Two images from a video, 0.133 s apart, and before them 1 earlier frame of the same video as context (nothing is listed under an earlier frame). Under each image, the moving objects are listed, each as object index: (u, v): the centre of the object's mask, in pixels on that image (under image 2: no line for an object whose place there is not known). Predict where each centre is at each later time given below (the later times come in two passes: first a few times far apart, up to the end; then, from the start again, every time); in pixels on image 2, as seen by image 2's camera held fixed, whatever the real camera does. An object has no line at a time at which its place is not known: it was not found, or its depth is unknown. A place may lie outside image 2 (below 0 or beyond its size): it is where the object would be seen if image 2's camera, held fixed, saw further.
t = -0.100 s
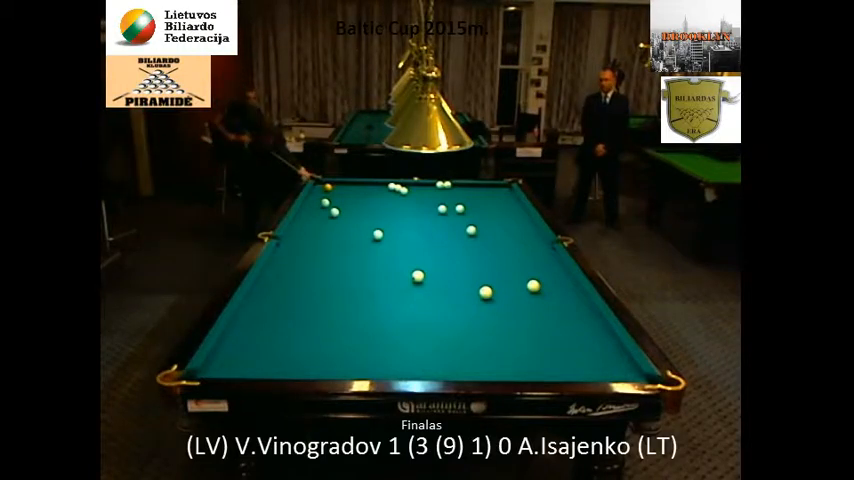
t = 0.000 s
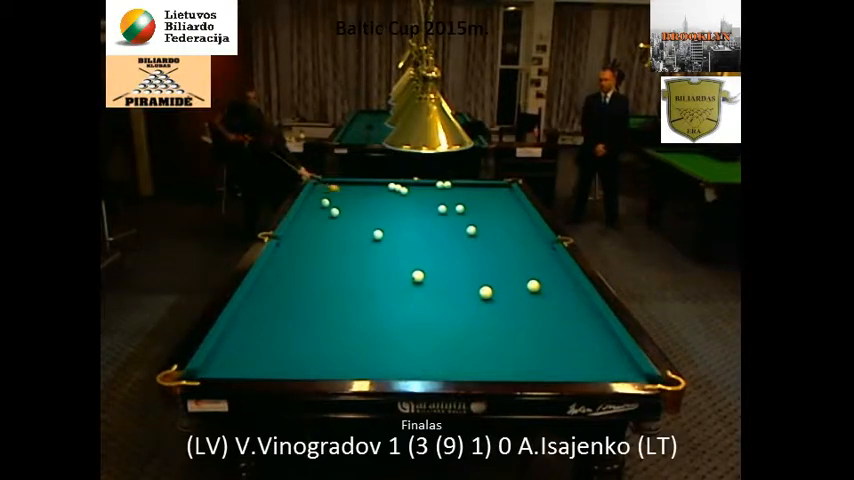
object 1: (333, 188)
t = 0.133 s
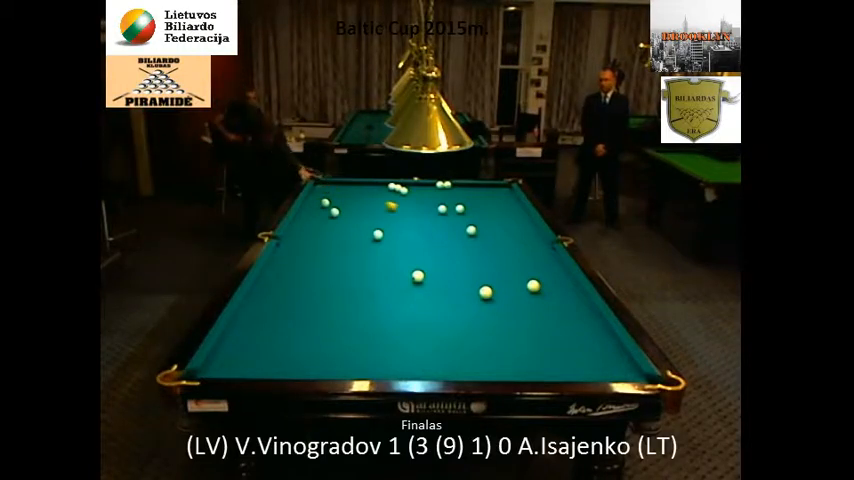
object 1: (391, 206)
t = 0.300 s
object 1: (460, 231)
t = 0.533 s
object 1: (441, 245)
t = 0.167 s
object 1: (407, 211)
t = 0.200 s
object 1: (424, 216)
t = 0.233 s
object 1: (441, 222)
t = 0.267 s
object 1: (459, 228)
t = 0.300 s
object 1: (460, 231)
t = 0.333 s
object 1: (458, 233)
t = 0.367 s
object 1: (455, 236)
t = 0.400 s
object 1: (453, 238)
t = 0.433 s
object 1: (449, 240)
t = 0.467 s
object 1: (447, 242)
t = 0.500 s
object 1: (444, 243)
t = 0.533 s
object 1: (441, 245)
